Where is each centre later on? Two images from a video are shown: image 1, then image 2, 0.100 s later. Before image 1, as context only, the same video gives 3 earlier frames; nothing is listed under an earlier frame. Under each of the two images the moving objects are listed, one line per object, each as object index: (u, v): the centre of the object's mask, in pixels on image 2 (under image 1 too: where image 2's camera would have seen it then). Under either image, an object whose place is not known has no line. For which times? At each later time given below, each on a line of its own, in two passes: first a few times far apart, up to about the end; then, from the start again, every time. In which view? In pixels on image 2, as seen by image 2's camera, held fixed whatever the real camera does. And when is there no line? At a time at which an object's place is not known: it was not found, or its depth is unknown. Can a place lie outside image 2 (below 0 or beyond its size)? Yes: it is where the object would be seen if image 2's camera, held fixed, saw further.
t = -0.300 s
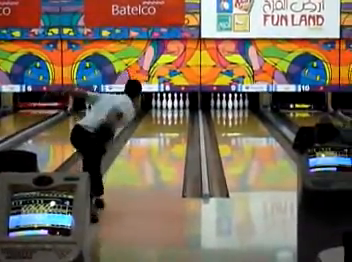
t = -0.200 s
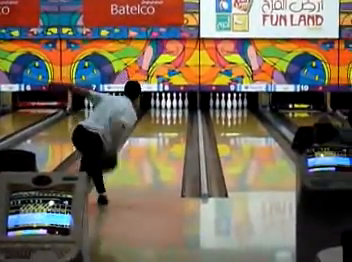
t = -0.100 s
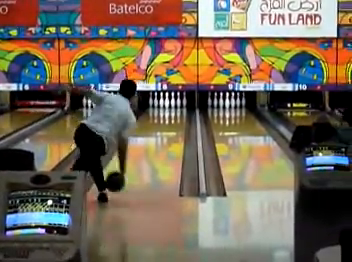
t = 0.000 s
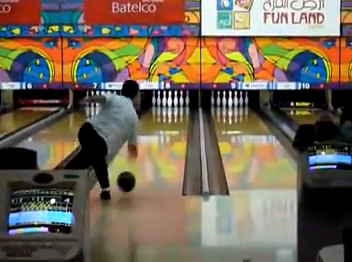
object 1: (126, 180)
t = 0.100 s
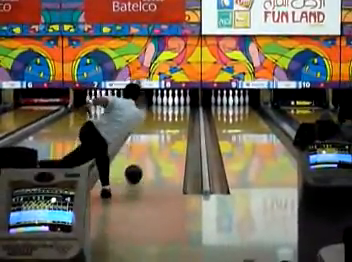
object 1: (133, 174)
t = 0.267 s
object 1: (143, 164)
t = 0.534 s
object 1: (154, 149)
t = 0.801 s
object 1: (163, 139)
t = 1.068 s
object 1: (171, 130)
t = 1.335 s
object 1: (176, 123)
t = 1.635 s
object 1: (179, 116)
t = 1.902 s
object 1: (180, 111)
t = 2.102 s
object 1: (179, 107)
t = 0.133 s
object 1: (135, 171)
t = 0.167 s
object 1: (137, 170)
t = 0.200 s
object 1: (139, 168)
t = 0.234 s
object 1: (141, 165)
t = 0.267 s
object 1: (143, 164)
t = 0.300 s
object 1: (144, 162)
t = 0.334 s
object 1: (146, 160)
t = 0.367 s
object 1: (147, 158)
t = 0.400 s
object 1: (149, 156)
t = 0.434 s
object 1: (151, 155)
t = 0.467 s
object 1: (152, 153)
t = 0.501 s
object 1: (153, 151)
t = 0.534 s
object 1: (154, 149)
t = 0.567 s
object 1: (156, 148)
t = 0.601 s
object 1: (157, 146)
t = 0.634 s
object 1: (158, 145)
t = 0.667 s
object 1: (159, 144)
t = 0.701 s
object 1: (160, 143)
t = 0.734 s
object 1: (162, 141)
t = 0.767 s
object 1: (162, 140)
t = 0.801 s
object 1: (163, 139)
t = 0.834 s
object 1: (165, 138)
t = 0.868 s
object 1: (165, 136)
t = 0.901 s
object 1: (166, 135)
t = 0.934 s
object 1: (167, 134)
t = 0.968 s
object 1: (168, 133)
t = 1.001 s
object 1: (169, 133)
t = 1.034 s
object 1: (170, 130)
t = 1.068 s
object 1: (171, 130)
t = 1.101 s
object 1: (171, 129)
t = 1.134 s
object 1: (172, 127)
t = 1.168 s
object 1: (173, 127)
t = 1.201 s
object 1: (173, 126)
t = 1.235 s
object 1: (174, 125)
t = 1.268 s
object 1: (175, 124)
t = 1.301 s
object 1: (175, 124)
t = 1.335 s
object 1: (176, 123)
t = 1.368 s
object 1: (176, 121)
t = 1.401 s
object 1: (177, 121)
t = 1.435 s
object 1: (177, 120)
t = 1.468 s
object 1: (177, 120)
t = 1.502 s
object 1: (177, 119)
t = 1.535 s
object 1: (178, 118)
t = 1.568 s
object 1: (178, 117)
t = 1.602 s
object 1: (178, 117)
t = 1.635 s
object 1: (179, 116)
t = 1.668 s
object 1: (179, 115)
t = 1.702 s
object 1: (179, 115)
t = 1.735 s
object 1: (179, 114)
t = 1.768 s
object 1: (179, 113)
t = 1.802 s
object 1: (180, 113)
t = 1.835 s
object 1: (180, 112)
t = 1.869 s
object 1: (180, 112)
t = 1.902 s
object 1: (180, 111)
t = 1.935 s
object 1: (180, 110)
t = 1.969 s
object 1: (180, 110)
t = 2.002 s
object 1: (180, 109)
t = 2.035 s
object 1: (180, 109)
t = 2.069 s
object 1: (179, 109)
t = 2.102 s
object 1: (179, 107)
